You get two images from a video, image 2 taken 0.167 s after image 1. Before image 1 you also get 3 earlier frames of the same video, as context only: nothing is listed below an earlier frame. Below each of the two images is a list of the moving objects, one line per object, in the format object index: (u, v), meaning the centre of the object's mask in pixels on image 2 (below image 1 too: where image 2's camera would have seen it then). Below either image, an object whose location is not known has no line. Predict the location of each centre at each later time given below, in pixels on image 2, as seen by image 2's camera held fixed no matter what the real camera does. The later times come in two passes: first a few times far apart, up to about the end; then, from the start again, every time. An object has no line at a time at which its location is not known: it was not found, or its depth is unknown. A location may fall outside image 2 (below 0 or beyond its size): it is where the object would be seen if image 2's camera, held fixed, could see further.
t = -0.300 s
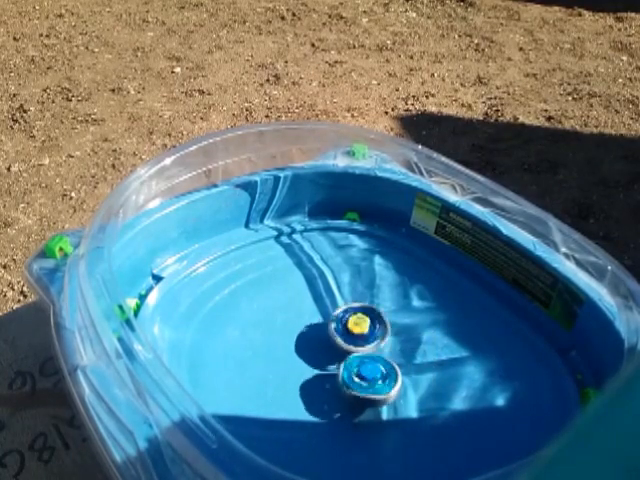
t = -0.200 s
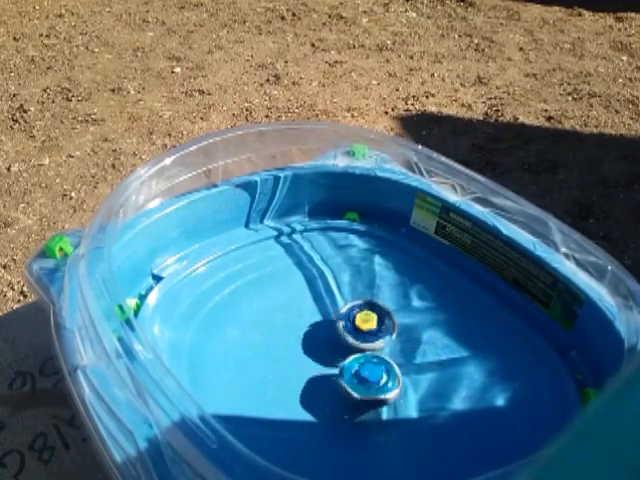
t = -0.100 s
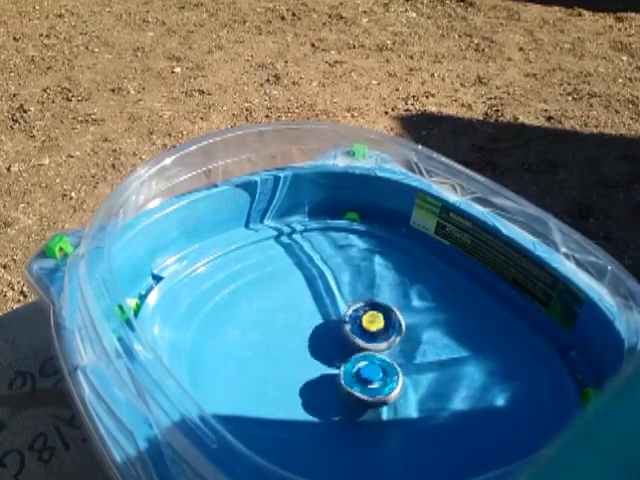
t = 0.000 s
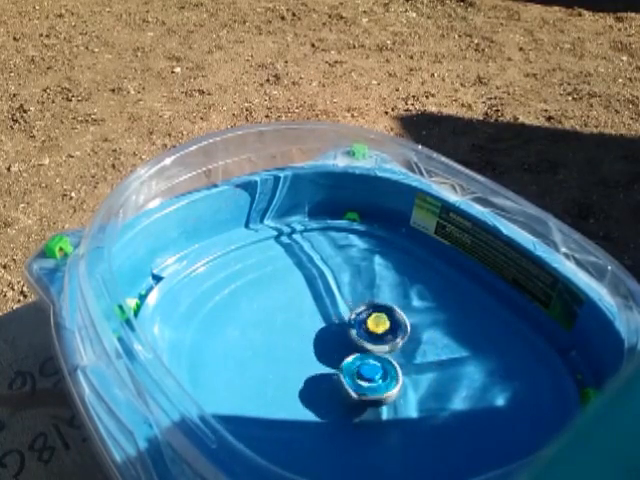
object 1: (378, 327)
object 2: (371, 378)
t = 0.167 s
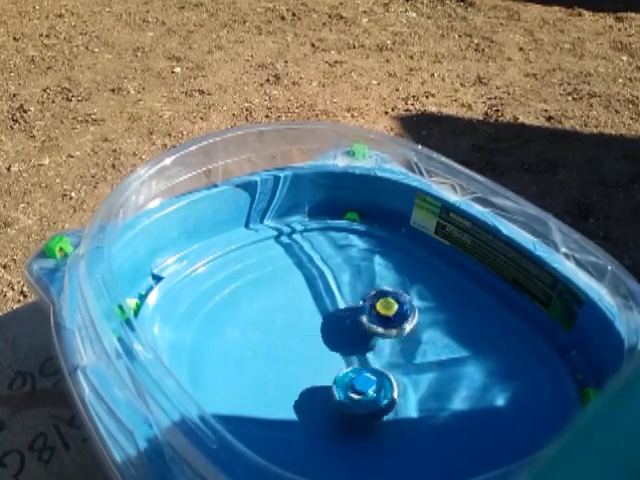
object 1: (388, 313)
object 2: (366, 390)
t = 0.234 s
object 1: (386, 310)
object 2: (367, 392)
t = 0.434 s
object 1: (378, 326)
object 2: (371, 391)
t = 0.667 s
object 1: (390, 343)
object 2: (369, 392)
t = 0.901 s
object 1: (413, 322)
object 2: (350, 407)
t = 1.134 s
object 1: (407, 322)
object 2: (350, 404)
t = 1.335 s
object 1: (388, 339)
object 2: (353, 395)
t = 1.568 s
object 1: (388, 347)
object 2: (346, 393)
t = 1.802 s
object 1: (386, 346)
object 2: (348, 387)
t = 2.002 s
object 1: (392, 340)
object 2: (345, 388)
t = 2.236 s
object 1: (386, 337)
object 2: (348, 381)
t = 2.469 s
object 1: (384, 337)
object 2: (346, 378)
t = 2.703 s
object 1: (389, 336)
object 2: (347, 378)
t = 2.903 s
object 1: (393, 342)
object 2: (348, 379)
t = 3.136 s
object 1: (401, 349)
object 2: (351, 379)
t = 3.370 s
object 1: (410, 346)
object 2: (352, 381)
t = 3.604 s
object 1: (406, 350)
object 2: (349, 382)
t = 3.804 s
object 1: (415, 339)
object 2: (338, 386)
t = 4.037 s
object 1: (394, 351)
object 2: (341, 383)
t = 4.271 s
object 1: (412, 346)
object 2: (324, 386)
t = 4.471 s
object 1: (403, 342)
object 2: (328, 385)
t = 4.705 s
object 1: (390, 355)
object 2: (335, 379)
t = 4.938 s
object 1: (398, 360)
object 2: (338, 378)
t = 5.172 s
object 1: (407, 362)
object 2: (344, 376)
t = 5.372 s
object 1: (411, 361)
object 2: (348, 377)
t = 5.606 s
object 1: (409, 357)
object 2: (348, 377)
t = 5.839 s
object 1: (402, 355)
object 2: (346, 381)
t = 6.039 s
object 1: (395, 355)
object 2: (342, 384)
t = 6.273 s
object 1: (395, 350)
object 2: (338, 387)
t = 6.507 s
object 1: (388, 353)
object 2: (339, 386)
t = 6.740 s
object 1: (391, 347)
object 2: (340, 383)
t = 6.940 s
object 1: (390, 343)
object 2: (342, 385)
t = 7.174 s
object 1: (385, 342)
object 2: (350, 383)
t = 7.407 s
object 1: (390, 332)
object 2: (352, 387)
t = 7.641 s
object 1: (380, 340)
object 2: (358, 387)
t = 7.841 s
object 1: (379, 340)
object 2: (358, 391)
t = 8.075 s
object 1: (380, 342)
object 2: (355, 393)
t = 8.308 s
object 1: (378, 344)
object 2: (355, 392)
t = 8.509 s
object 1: (382, 344)
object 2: (352, 390)
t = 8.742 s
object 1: (400, 316)
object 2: (340, 398)
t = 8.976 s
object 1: (391, 316)
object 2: (346, 390)
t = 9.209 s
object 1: (375, 334)
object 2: (355, 387)
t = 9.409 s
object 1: (372, 330)
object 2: (362, 389)
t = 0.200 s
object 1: (387, 311)
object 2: (366, 392)
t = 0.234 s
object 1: (386, 310)
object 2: (367, 392)
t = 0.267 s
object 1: (384, 311)
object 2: (367, 393)
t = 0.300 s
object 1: (382, 311)
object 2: (369, 392)
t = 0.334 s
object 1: (380, 314)
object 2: (370, 392)
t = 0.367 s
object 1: (379, 318)
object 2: (370, 392)
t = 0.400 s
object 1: (379, 321)
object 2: (371, 392)
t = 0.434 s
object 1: (378, 326)
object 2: (371, 391)
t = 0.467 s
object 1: (379, 329)
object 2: (371, 390)
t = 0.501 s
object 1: (379, 335)
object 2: (371, 390)
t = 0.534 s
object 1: (380, 339)
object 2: (371, 389)
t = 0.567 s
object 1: (383, 340)
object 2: (371, 390)
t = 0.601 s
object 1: (386, 340)
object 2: (370, 391)
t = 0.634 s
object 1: (388, 341)
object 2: (369, 392)
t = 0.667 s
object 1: (390, 343)
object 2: (369, 392)
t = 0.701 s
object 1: (392, 344)
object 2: (369, 391)
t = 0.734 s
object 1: (395, 347)
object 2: (369, 391)
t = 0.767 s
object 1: (404, 338)
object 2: (359, 399)
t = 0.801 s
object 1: (410, 331)
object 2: (352, 403)
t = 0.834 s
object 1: (413, 326)
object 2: (350, 405)
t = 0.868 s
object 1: (413, 324)
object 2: (350, 406)
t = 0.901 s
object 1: (413, 322)
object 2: (350, 407)
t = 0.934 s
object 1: (412, 322)
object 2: (349, 406)
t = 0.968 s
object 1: (412, 321)
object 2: (350, 407)
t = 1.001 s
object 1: (411, 321)
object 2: (349, 406)
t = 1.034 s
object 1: (410, 321)
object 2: (349, 406)
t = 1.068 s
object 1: (409, 321)
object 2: (350, 405)
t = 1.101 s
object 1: (408, 322)
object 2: (350, 405)
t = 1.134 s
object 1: (407, 322)
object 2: (350, 404)
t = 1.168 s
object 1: (404, 324)
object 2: (351, 402)
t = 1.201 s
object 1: (402, 325)
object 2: (351, 401)
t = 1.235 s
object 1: (399, 327)
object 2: (351, 399)
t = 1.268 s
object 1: (396, 330)
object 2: (352, 398)
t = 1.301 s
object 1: (391, 335)
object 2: (352, 397)
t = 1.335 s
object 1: (388, 339)
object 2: (353, 395)
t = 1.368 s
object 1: (384, 344)
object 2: (353, 392)
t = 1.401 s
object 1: (383, 347)
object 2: (354, 391)
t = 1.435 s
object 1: (382, 350)
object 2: (352, 392)
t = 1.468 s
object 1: (384, 349)
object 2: (349, 392)
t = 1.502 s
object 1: (384, 350)
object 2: (349, 391)
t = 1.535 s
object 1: (384, 351)
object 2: (350, 391)
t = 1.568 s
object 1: (388, 347)
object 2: (346, 393)
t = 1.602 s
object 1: (390, 346)
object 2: (344, 392)
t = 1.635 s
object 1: (390, 344)
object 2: (345, 392)
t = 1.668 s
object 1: (390, 344)
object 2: (345, 392)
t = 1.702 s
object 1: (389, 344)
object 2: (346, 391)
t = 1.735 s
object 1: (388, 344)
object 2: (346, 390)
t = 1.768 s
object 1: (387, 345)
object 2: (347, 389)
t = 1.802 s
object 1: (386, 346)
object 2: (348, 387)
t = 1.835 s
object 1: (384, 347)
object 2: (348, 387)
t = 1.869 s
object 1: (385, 348)
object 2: (347, 388)
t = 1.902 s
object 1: (385, 347)
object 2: (348, 385)
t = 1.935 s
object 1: (390, 343)
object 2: (344, 388)
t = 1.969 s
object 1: (392, 342)
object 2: (344, 388)
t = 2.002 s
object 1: (392, 340)
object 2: (345, 388)
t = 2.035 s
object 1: (392, 338)
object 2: (344, 388)
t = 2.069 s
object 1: (392, 337)
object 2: (345, 386)
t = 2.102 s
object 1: (391, 336)
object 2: (346, 385)
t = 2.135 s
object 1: (391, 336)
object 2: (347, 384)
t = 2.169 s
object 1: (389, 336)
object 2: (347, 384)
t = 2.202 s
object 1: (387, 337)
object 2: (347, 383)
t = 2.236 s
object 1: (386, 337)
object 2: (348, 381)
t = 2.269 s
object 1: (384, 339)
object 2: (349, 379)
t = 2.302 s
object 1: (384, 339)
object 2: (348, 378)
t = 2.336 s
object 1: (385, 337)
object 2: (347, 379)
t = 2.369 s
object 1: (385, 337)
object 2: (347, 379)
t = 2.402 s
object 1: (384, 338)
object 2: (347, 379)
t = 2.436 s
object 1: (383, 338)
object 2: (348, 378)
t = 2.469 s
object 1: (384, 337)
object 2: (346, 378)
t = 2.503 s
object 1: (384, 338)
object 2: (347, 377)
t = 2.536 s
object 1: (384, 338)
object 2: (346, 378)
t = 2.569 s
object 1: (386, 337)
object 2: (344, 380)
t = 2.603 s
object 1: (388, 336)
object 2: (345, 379)
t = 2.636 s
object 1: (389, 336)
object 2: (345, 379)
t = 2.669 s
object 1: (389, 336)
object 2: (346, 379)
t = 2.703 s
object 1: (389, 336)
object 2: (347, 378)
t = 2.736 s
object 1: (390, 337)
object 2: (348, 379)
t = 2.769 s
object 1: (390, 339)
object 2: (349, 379)
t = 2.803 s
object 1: (390, 340)
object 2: (349, 379)
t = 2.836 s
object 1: (390, 341)
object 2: (349, 378)
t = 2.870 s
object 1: (391, 342)
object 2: (349, 379)
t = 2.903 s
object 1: (393, 342)
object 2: (348, 379)
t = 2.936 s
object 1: (395, 342)
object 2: (349, 378)
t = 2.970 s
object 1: (396, 343)
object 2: (349, 379)
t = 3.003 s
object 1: (397, 343)
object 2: (350, 380)
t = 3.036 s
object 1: (399, 345)
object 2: (350, 380)
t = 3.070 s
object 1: (399, 347)
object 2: (351, 380)
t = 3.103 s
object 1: (400, 349)
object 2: (351, 381)
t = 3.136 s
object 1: (401, 349)
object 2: (351, 379)
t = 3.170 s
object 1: (402, 350)
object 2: (352, 379)
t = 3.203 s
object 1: (406, 348)
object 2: (350, 381)
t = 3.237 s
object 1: (408, 347)
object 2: (350, 381)
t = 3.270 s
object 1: (410, 347)
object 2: (350, 381)
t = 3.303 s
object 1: (410, 346)
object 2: (351, 381)
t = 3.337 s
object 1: (410, 346)
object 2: (351, 381)
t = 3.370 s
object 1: (410, 346)
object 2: (352, 381)
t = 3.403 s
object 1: (408, 347)
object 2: (353, 381)
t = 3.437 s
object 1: (407, 349)
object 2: (354, 381)
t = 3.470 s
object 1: (405, 350)
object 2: (355, 381)
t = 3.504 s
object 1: (405, 350)
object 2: (352, 381)
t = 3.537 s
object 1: (405, 350)
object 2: (353, 380)
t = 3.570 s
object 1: (405, 351)
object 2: (353, 380)
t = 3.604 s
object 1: (406, 350)
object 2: (349, 382)
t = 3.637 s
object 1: (415, 346)
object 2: (342, 384)
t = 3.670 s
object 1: (417, 344)
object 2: (339, 385)
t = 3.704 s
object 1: (418, 342)
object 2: (339, 385)
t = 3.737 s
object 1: (418, 340)
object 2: (339, 385)
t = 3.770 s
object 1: (417, 339)
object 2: (339, 385)
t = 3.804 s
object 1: (415, 339)
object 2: (338, 386)
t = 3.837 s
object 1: (412, 338)
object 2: (338, 385)
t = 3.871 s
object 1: (409, 339)
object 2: (339, 385)
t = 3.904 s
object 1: (406, 341)
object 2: (340, 385)
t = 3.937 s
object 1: (402, 343)
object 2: (340, 384)
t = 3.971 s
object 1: (399, 345)
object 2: (340, 384)
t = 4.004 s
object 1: (396, 348)
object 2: (341, 384)
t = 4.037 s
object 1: (394, 351)
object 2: (341, 383)
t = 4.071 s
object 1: (393, 353)
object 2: (340, 383)
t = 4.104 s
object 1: (393, 353)
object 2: (338, 383)
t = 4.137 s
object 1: (392, 354)
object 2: (339, 381)
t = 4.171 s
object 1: (399, 353)
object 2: (331, 384)
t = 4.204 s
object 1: (407, 349)
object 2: (325, 386)
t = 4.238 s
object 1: (411, 347)
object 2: (325, 386)
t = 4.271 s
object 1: (412, 346)
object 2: (324, 386)
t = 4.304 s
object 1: (413, 344)
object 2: (324, 386)
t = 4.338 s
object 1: (413, 342)
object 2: (325, 386)
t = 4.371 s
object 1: (412, 342)
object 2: (325, 386)
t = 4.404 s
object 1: (410, 341)
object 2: (326, 386)
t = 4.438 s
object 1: (407, 341)
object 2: (327, 386)
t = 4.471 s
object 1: (403, 342)
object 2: (328, 385)
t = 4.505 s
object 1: (401, 343)
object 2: (329, 384)
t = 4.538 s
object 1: (398, 345)
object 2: (330, 384)
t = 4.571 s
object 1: (394, 347)
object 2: (332, 383)
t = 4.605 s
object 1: (391, 350)
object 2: (334, 381)
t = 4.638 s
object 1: (387, 353)
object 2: (336, 380)
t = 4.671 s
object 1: (388, 354)
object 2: (335, 380)
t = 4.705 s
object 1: (390, 355)
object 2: (335, 379)
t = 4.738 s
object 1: (391, 356)
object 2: (335, 379)
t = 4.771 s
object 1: (393, 357)
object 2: (335, 379)
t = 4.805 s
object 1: (394, 357)
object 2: (336, 378)
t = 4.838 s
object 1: (395, 358)
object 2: (336, 378)
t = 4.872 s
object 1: (396, 359)
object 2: (337, 378)
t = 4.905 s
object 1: (397, 359)
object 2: (338, 378)
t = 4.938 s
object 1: (398, 360)
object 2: (338, 378)
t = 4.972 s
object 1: (400, 361)
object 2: (338, 378)
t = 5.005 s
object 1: (401, 361)
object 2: (340, 377)
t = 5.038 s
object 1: (402, 362)
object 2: (341, 377)
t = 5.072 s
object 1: (403, 362)
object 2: (342, 377)
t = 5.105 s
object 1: (404, 363)
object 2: (343, 377)
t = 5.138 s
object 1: (406, 363)
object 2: (343, 376)
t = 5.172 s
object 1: (407, 362)
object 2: (344, 376)
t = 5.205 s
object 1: (407, 363)
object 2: (345, 376)
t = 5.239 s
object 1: (407, 362)
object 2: (346, 377)
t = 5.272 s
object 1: (410, 362)
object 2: (345, 376)
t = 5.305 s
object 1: (411, 362)
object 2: (346, 376)
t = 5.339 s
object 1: (411, 361)
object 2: (347, 377)
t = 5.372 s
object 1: (411, 361)
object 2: (348, 377)
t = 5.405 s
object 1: (410, 361)
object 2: (349, 376)
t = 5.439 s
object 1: (412, 360)
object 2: (347, 376)
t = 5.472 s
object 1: (415, 359)
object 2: (346, 376)
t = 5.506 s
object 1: (414, 359)
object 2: (347, 376)
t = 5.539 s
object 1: (413, 358)
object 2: (347, 376)
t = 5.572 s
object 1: (412, 357)
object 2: (347, 377)
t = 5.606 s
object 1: (409, 357)
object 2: (348, 377)
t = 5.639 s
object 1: (407, 357)
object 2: (350, 377)
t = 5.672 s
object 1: (409, 355)
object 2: (346, 378)
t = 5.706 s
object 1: (409, 354)
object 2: (344, 378)
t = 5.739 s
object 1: (408, 354)
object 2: (345, 378)
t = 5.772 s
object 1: (406, 354)
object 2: (345, 379)
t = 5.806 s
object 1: (404, 354)
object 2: (345, 379)
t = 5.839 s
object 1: (402, 355)
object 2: (346, 381)
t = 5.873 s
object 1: (399, 355)
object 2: (346, 381)
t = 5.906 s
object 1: (401, 354)
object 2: (343, 381)
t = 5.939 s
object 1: (400, 354)
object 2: (343, 382)
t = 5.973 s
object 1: (398, 354)
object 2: (342, 383)
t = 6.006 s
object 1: (396, 355)
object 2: (342, 383)
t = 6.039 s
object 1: (395, 355)
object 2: (342, 384)
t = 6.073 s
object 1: (399, 353)
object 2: (337, 386)
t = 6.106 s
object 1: (400, 352)
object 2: (337, 385)
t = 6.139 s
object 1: (400, 350)
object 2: (336, 386)
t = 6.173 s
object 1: (398, 349)
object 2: (337, 386)
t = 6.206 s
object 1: (397, 349)
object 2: (337, 387)
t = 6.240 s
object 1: (396, 349)
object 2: (337, 387)
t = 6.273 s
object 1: (395, 350)
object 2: (338, 387)
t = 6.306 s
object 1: (393, 350)
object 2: (337, 387)
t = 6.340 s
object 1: (391, 351)
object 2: (339, 386)
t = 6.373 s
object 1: (389, 353)
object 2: (339, 386)
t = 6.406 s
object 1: (388, 353)
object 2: (338, 386)
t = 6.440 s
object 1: (389, 353)
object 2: (337, 386)
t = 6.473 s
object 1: (388, 352)
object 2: (337, 386)
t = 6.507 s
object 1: (388, 353)
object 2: (339, 386)
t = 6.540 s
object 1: (390, 351)
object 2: (336, 387)
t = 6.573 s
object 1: (392, 351)
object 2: (337, 385)
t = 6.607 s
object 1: (392, 349)
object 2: (336, 386)
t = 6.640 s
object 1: (392, 347)
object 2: (337, 384)
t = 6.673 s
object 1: (391, 347)
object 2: (338, 386)
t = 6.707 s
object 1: (391, 347)
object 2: (339, 384)
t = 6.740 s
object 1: (391, 347)
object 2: (340, 383)
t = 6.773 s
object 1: (390, 347)
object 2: (341, 383)
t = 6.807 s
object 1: (389, 347)
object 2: (342, 384)
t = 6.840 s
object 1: (388, 348)
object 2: (344, 382)
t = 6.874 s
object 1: (391, 345)
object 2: (339, 386)
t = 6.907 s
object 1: (391, 343)
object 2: (340, 383)
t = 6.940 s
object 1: (390, 343)
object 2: (342, 385)
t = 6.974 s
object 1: (390, 342)
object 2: (344, 383)
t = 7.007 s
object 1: (389, 342)
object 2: (344, 383)
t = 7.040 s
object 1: (387, 342)
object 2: (346, 382)
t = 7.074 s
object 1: (387, 343)
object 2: (347, 383)
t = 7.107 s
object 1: (385, 343)
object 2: (349, 382)
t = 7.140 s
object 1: (385, 342)
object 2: (349, 382)
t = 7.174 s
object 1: (385, 342)
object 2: (350, 383)
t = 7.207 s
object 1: (387, 340)
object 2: (349, 384)
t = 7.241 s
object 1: (390, 336)
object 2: (348, 385)
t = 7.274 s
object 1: (391, 334)
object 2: (347, 386)
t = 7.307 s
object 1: (391, 334)
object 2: (349, 386)
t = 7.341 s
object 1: (391, 333)
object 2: (350, 386)
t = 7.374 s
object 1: (391, 331)
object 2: (350, 386)
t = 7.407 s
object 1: (390, 332)
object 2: (352, 387)
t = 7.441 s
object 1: (389, 332)
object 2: (353, 386)
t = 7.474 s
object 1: (388, 333)
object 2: (353, 386)
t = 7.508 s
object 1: (387, 334)
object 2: (354, 387)
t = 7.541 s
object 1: (385, 335)
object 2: (356, 386)
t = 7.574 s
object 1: (384, 336)
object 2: (357, 386)
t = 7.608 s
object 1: (382, 339)
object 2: (357, 387)
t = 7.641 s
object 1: (380, 340)
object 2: (358, 387)
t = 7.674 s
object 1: (380, 341)
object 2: (357, 387)
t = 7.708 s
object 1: (380, 341)
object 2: (356, 388)
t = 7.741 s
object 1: (381, 340)
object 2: (357, 388)
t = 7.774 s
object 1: (380, 341)
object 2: (357, 389)
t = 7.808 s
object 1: (378, 342)
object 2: (357, 390)
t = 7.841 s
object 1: (379, 340)
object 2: (358, 391)
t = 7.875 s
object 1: (379, 341)
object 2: (358, 390)
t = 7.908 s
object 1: (378, 341)
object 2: (357, 391)
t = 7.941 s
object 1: (378, 341)
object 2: (358, 390)
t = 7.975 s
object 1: (378, 342)
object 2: (357, 392)
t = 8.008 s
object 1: (377, 344)
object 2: (358, 390)
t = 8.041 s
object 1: (377, 345)
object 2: (358, 391)
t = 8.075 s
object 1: (380, 342)
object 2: (355, 393)
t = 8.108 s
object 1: (381, 341)
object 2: (354, 396)
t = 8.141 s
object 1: (380, 342)
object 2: (354, 394)
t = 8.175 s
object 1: (380, 341)
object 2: (354, 394)
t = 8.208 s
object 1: (380, 342)
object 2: (355, 394)
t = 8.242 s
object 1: (379, 342)
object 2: (355, 393)
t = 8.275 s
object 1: (379, 343)
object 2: (355, 393)
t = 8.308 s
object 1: (378, 344)
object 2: (355, 392)
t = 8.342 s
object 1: (379, 345)
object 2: (355, 391)
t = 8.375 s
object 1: (381, 345)
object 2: (353, 393)
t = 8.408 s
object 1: (382, 344)
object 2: (352, 392)
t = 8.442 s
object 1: (382, 343)
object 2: (352, 392)
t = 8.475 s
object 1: (382, 343)
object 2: (352, 391)
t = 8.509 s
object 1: (382, 344)
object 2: (352, 390)
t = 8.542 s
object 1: (382, 344)
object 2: (353, 389)
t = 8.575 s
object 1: (383, 343)
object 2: (351, 389)
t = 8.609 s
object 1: (392, 334)
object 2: (344, 394)
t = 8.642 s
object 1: (398, 326)
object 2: (341, 399)
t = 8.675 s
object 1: (400, 321)
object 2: (340, 400)
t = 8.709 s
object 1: (401, 319)
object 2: (341, 397)
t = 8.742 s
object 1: (400, 316)
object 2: (340, 398)
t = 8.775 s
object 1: (400, 314)
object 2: (341, 399)
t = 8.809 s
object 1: (399, 313)
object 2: (342, 395)
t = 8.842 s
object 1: (398, 313)
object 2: (343, 397)
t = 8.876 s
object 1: (397, 312)
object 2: (344, 393)
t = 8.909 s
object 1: (396, 313)
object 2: (343, 394)
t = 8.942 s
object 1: (394, 314)
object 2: (345, 391)
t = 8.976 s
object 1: (391, 316)
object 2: (346, 390)
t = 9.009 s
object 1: (389, 318)
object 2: (348, 388)
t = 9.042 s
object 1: (387, 321)
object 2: (348, 387)
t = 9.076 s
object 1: (384, 323)
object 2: (351, 385)
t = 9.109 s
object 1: (381, 327)
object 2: (352, 385)
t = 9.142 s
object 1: (378, 331)
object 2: (355, 384)
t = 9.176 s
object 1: (375, 335)
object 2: (356, 382)
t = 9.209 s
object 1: (375, 334)
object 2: (355, 387)
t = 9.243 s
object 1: (379, 328)
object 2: (352, 390)
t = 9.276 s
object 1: (380, 327)
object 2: (352, 392)
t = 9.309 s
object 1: (379, 327)
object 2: (355, 391)
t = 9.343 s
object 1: (376, 328)
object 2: (357, 391)
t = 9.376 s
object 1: (374, 329)
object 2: (360, 389)
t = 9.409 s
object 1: (372, 330)
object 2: (362, 389)
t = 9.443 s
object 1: (370, 332)
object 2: (363, 389)
